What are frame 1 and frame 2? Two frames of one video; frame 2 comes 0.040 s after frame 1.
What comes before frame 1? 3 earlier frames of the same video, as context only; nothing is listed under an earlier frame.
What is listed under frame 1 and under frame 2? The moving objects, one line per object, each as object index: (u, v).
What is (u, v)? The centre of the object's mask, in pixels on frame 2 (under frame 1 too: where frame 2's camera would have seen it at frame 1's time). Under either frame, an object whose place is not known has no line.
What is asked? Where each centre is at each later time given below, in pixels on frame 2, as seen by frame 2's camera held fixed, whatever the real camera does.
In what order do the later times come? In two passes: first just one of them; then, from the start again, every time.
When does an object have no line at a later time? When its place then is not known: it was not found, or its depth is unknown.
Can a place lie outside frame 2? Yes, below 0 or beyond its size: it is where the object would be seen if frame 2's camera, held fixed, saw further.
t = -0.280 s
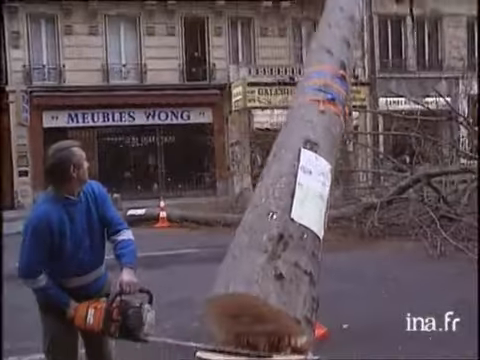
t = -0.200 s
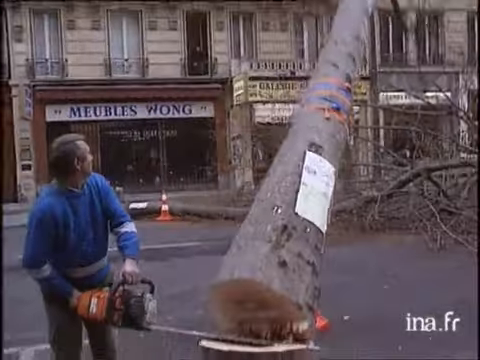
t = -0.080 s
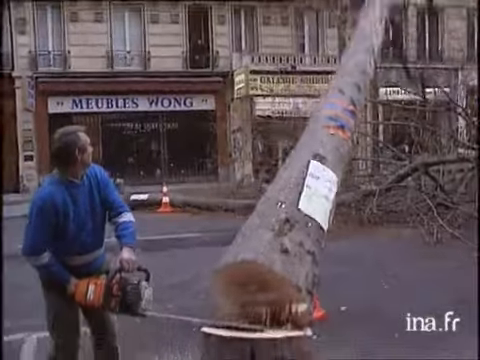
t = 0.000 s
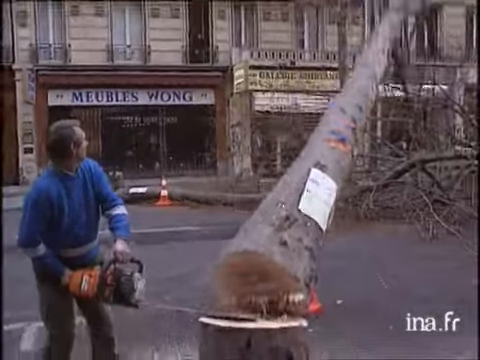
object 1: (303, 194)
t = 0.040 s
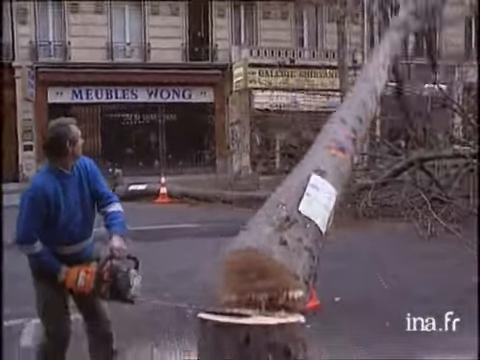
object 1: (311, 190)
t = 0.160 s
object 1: (318, 217)
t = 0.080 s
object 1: (310, 202)
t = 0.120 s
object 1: (313, 209)
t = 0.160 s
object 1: (318, 217)
